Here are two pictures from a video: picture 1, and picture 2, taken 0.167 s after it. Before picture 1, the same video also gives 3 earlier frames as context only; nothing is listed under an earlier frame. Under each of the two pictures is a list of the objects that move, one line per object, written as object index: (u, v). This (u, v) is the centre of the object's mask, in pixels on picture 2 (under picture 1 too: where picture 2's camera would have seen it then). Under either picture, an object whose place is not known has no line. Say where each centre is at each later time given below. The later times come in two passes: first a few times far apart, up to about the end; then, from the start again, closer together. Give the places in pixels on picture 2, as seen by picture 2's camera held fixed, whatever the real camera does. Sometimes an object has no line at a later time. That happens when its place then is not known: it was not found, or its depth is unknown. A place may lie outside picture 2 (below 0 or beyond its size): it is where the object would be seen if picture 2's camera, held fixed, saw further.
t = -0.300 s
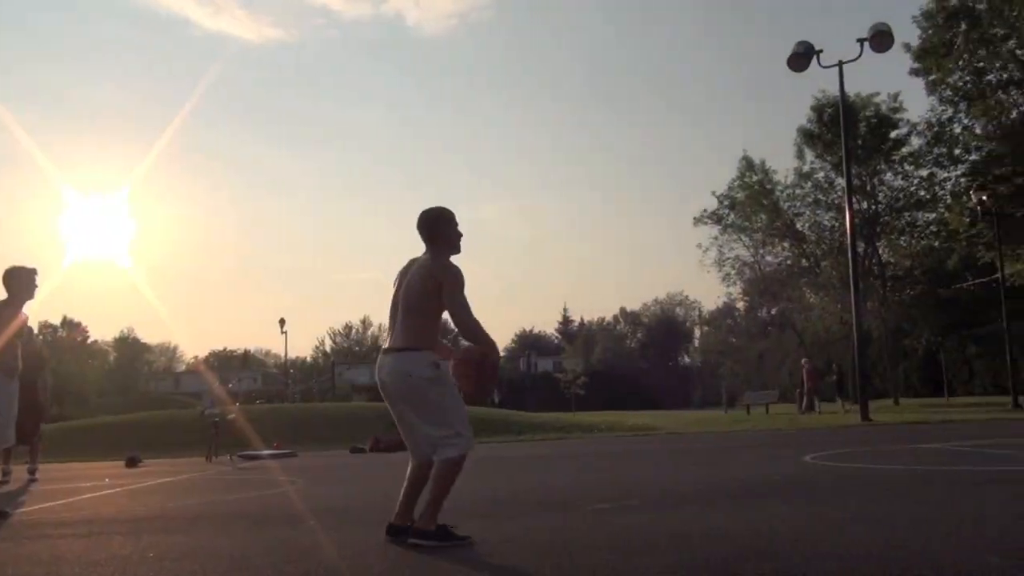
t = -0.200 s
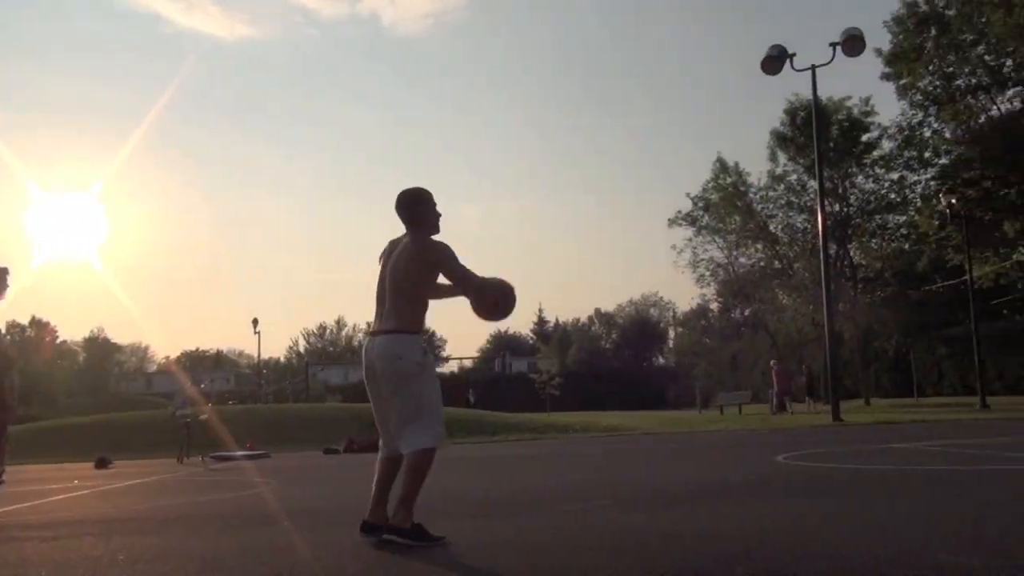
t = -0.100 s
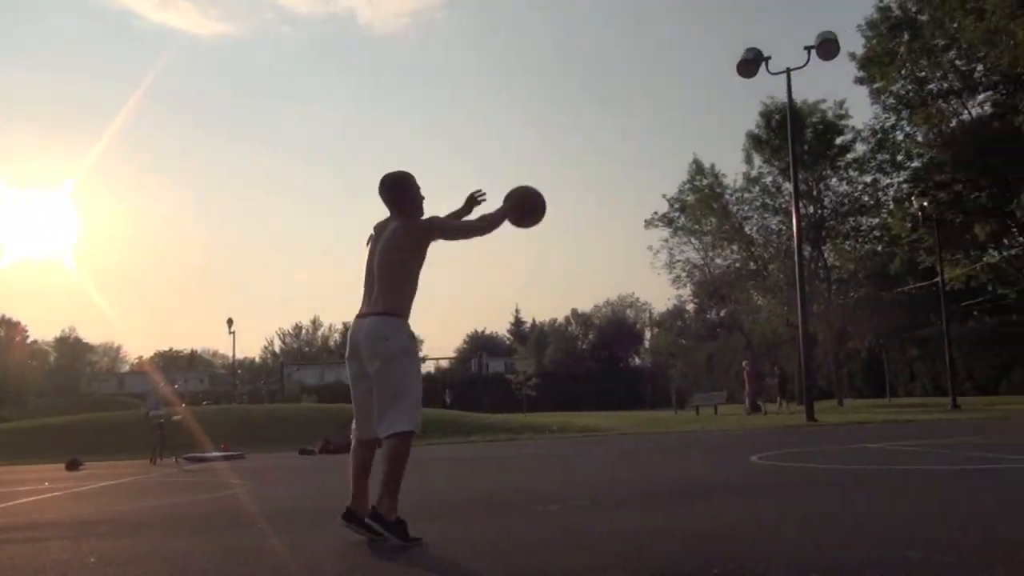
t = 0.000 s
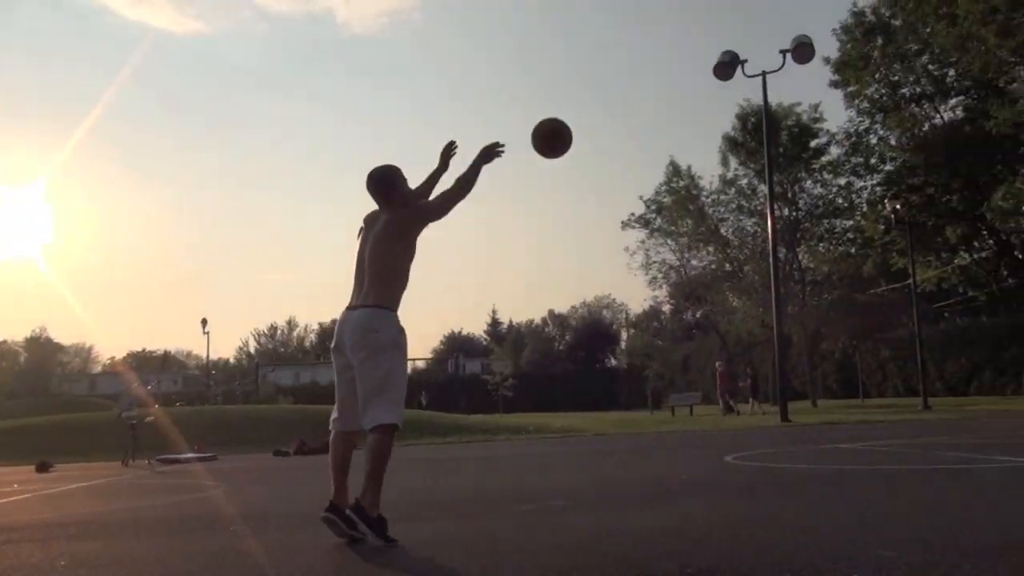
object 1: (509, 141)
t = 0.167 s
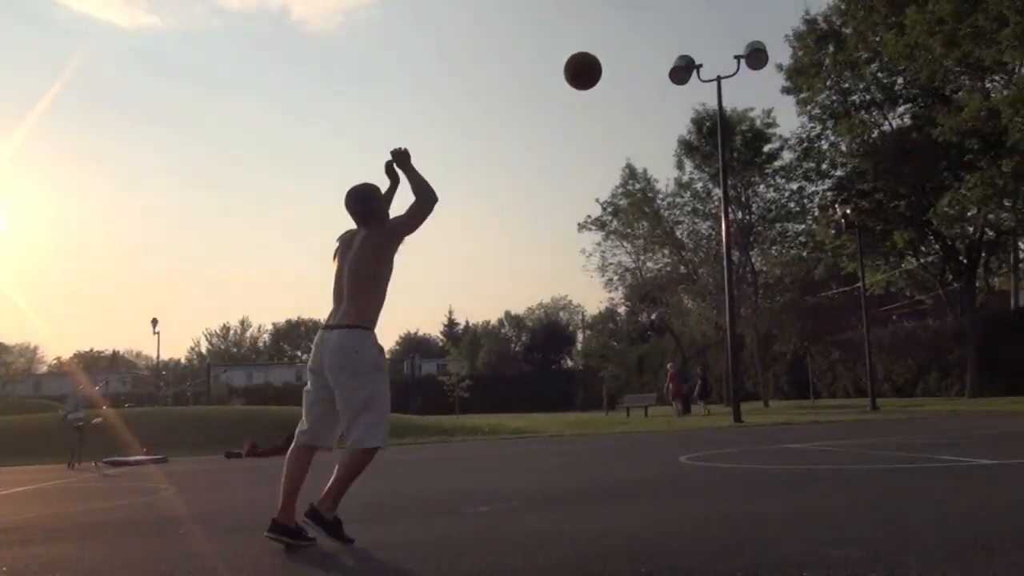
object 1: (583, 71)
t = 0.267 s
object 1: (622, 51)
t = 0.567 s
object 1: (729, 78)
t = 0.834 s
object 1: (813, 187)
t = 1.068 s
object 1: (879, 336)
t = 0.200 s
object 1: (596, 62)
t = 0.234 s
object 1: (610, 56)
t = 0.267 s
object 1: (622, 51)
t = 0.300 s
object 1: (635, 48)
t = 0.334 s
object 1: (648, 47)
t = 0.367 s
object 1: (660, 47)
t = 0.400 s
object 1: (672, 49)
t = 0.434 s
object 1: (684, 53)
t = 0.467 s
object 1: (695, 57)
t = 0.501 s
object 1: (707, 63)
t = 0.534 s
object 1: (718, 69)
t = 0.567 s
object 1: (729, 78)
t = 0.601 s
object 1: (740, 87)
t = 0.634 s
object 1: (751, 98)
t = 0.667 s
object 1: (762, 110)
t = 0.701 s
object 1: (771, 123)
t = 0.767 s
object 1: (793, 152)
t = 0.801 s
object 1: (801, 170)
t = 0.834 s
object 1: (813, 187)
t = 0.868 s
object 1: (822, 206)
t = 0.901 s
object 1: (833, 225)
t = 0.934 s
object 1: (841, 245)
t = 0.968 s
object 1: (850, 267)
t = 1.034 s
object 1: (872, 312)
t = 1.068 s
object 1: (879, 336)
